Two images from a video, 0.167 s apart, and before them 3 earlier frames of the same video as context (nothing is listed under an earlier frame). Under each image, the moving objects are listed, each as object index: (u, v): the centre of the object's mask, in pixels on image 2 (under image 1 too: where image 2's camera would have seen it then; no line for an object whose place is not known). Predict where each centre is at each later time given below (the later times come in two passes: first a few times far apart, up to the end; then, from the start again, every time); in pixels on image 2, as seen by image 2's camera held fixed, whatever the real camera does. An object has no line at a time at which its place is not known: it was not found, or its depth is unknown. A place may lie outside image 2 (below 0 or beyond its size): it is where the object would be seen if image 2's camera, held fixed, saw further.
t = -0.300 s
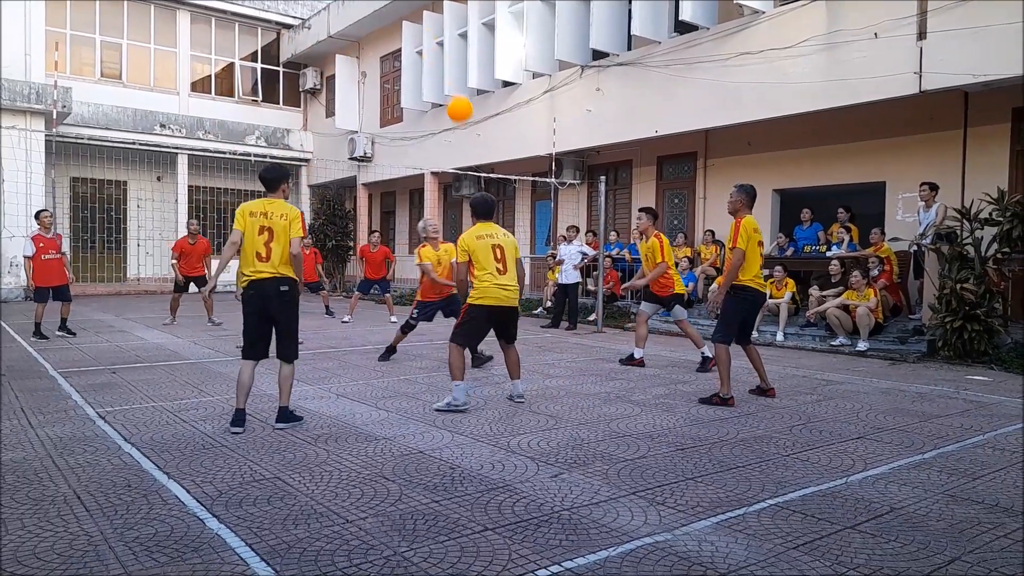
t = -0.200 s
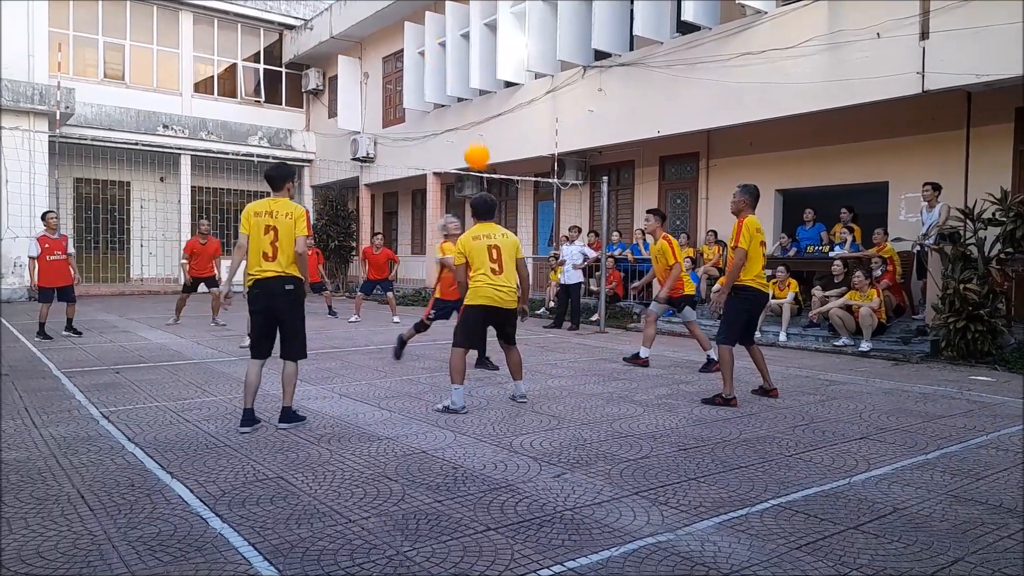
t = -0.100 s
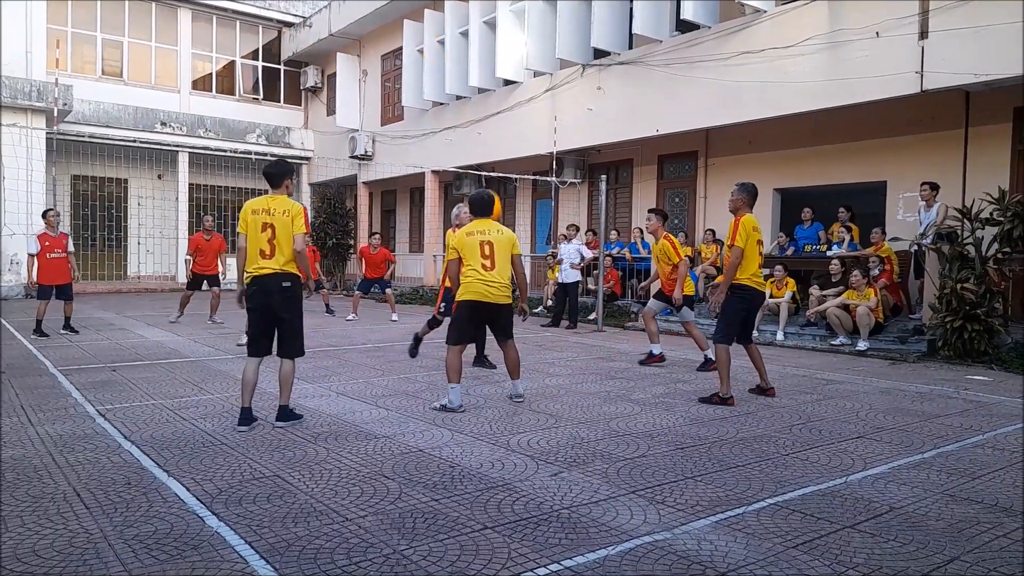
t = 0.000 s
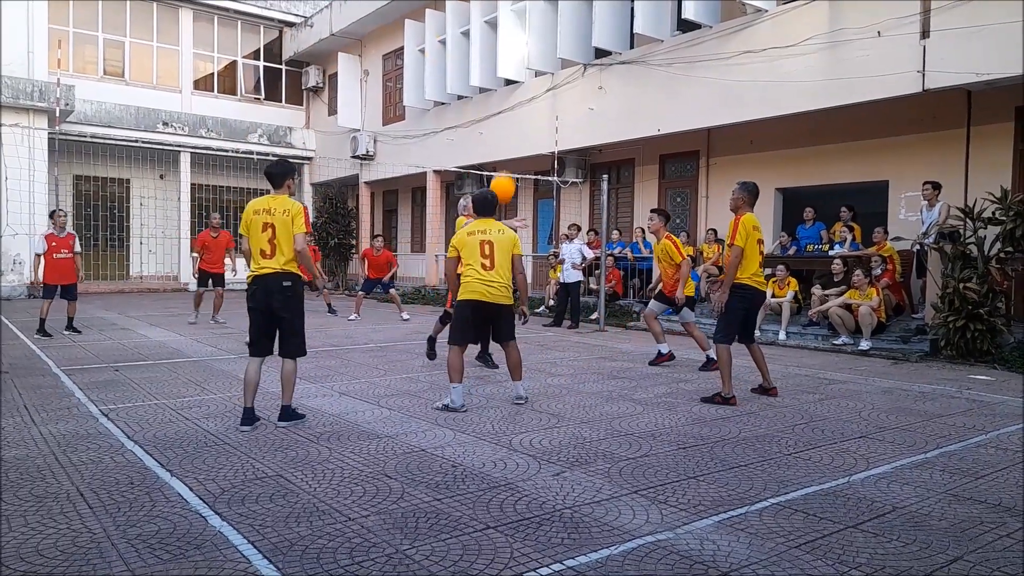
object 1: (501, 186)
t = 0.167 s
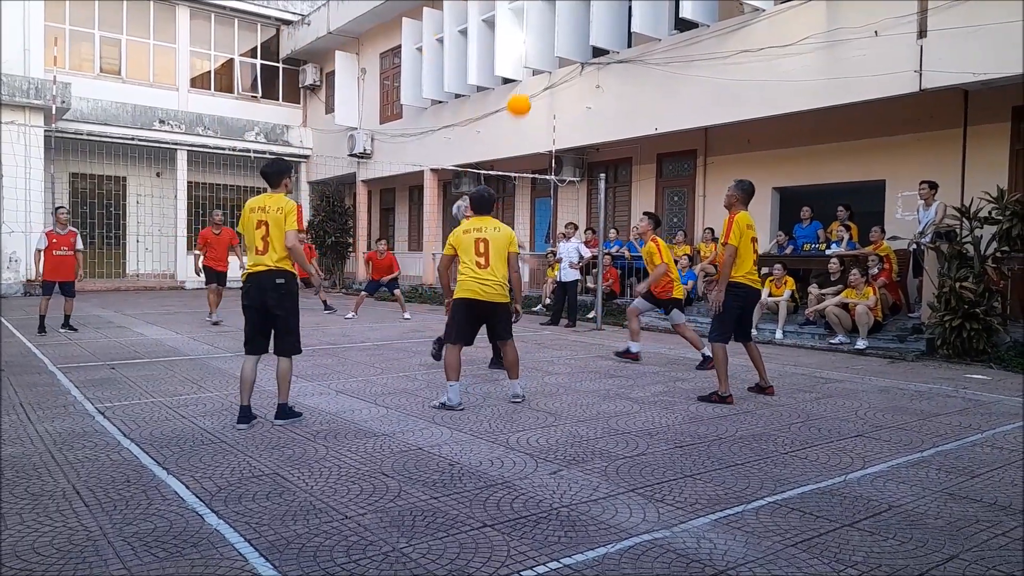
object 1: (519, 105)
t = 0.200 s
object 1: (522, 92)
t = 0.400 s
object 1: (543, 41)
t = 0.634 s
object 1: (563, 32)
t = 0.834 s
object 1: (578, 64)
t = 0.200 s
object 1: (522, 92)
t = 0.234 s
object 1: (526, 80)
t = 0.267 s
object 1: (529, 70)
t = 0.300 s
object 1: (533, 61)
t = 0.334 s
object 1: (536, 53)
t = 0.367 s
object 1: (539, 47)
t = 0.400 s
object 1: (543, 41)
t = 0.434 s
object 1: (545, 37)
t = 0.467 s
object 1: (549, 33)
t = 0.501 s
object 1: (551, 30)
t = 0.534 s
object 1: (555, 29)
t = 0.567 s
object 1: (558, 29)
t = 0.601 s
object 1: (560, 29)
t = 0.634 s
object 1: (563, 32)
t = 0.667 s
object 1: (565, 34)
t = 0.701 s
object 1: (568, 38)
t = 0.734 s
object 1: (571, 44)
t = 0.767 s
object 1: (574, 50)
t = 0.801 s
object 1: (576, 56)
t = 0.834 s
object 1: (578, 64)
